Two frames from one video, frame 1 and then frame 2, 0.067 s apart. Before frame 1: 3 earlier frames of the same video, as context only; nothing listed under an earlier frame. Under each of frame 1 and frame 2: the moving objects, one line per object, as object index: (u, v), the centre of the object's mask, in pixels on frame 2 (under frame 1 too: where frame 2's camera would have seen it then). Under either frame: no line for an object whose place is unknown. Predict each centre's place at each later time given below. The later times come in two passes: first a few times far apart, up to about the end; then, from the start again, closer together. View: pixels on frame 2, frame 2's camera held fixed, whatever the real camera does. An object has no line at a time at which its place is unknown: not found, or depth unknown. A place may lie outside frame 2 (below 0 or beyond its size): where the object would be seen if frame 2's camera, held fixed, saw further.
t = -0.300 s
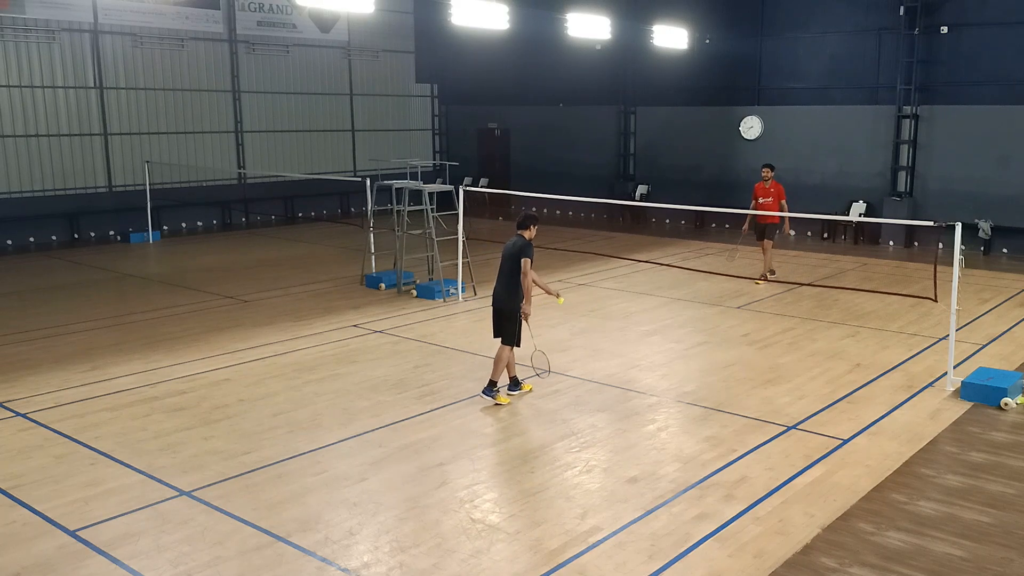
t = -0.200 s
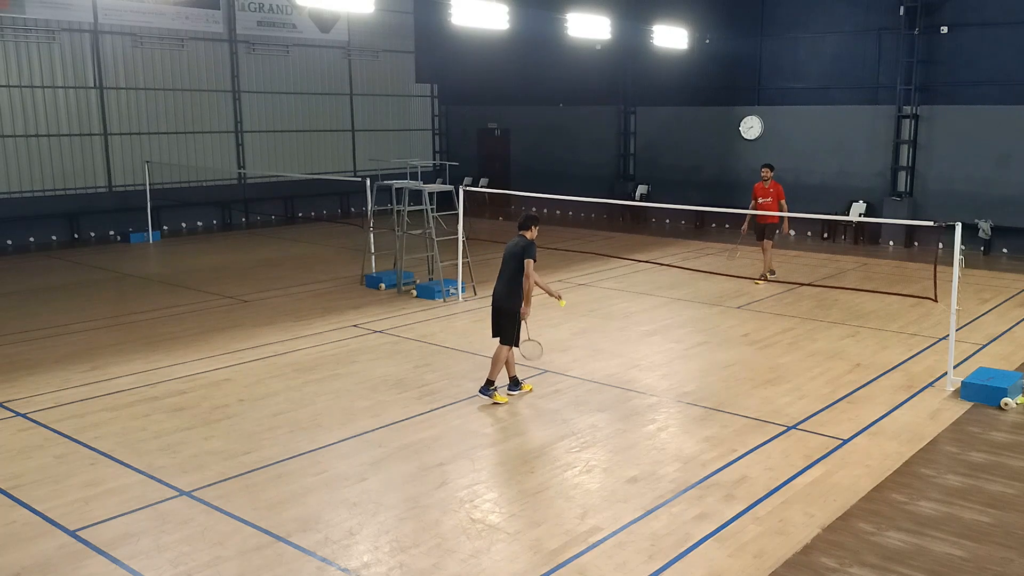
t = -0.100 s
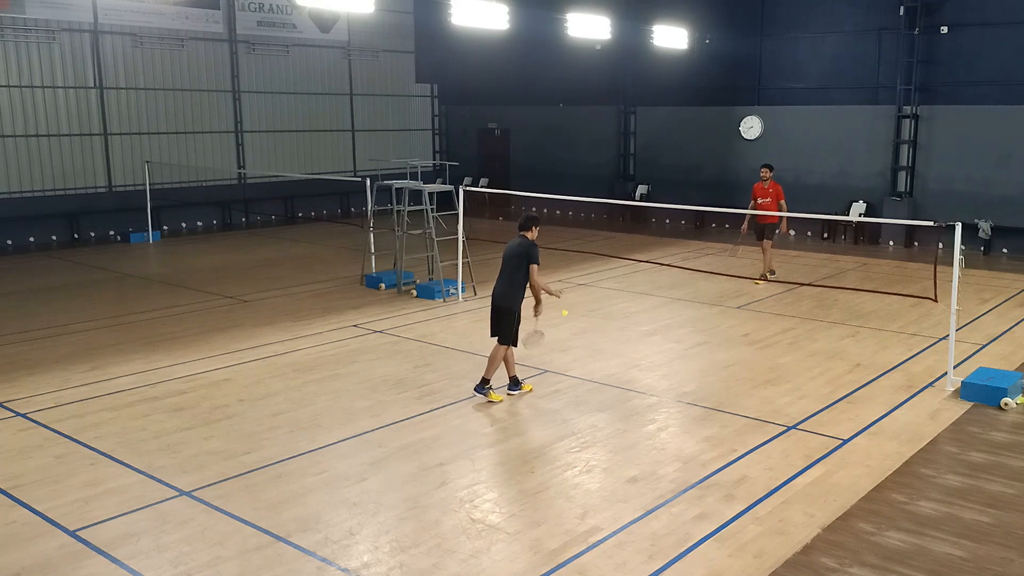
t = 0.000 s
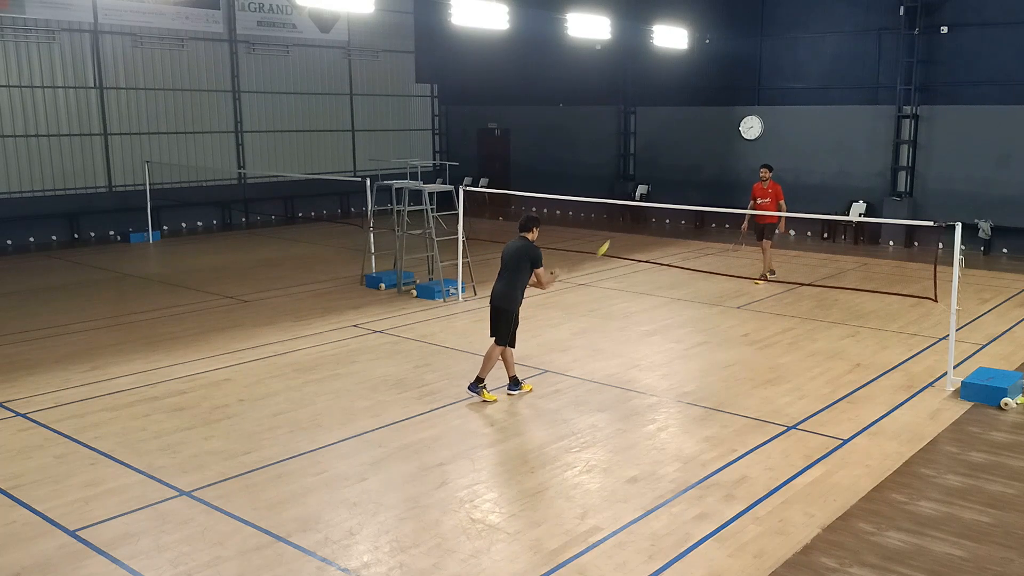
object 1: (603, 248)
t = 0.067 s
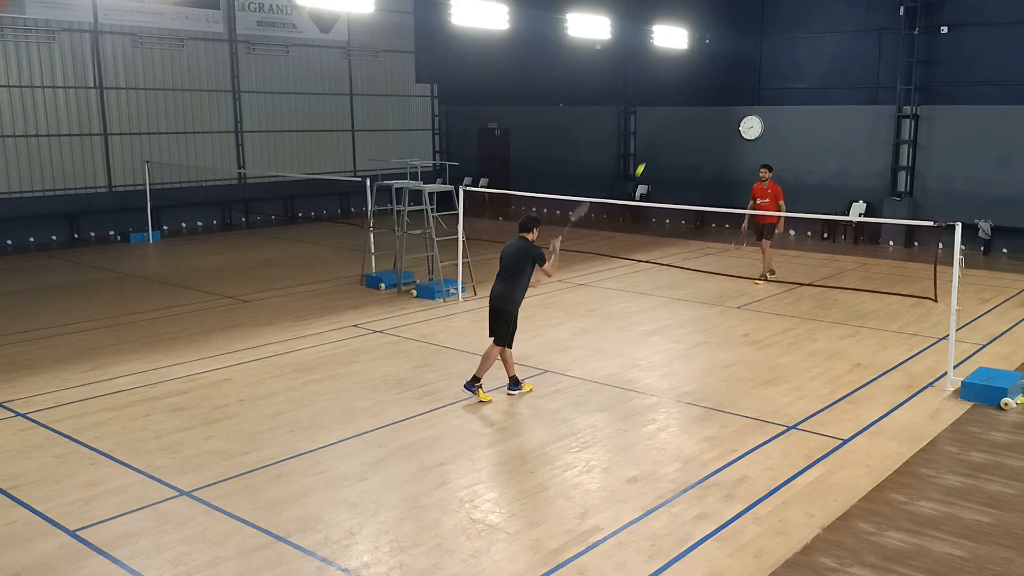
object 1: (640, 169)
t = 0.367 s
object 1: (721, 37)
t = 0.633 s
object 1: (755, 28)
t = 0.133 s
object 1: (667, 119)
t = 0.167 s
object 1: (677, 100)
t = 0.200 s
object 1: (687, 84)
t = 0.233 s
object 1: (695, 71)
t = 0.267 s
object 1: (703, 60)
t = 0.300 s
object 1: (710, 51)
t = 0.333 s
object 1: (716, 43)
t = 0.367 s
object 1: (721, 37)
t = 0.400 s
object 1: (726, 33)
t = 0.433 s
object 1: (731, 29)
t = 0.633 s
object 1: (755, 28)
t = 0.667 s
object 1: (758, 30)
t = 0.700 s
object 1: (762, 34)
